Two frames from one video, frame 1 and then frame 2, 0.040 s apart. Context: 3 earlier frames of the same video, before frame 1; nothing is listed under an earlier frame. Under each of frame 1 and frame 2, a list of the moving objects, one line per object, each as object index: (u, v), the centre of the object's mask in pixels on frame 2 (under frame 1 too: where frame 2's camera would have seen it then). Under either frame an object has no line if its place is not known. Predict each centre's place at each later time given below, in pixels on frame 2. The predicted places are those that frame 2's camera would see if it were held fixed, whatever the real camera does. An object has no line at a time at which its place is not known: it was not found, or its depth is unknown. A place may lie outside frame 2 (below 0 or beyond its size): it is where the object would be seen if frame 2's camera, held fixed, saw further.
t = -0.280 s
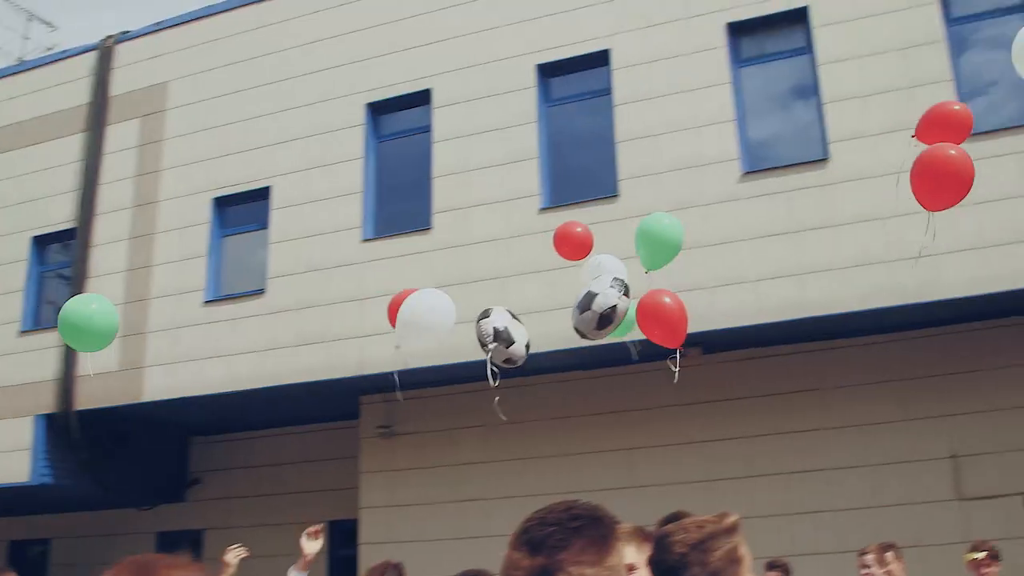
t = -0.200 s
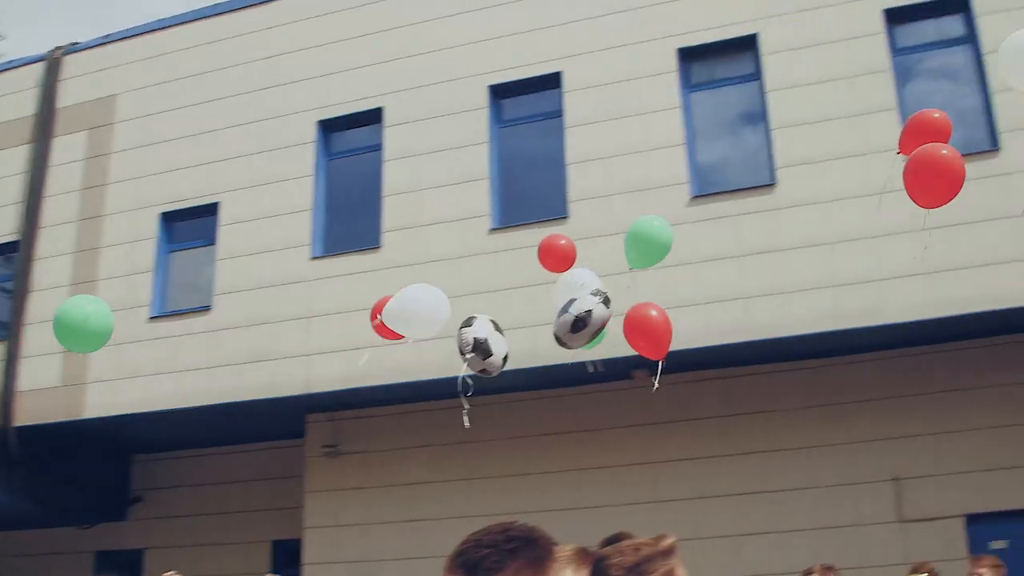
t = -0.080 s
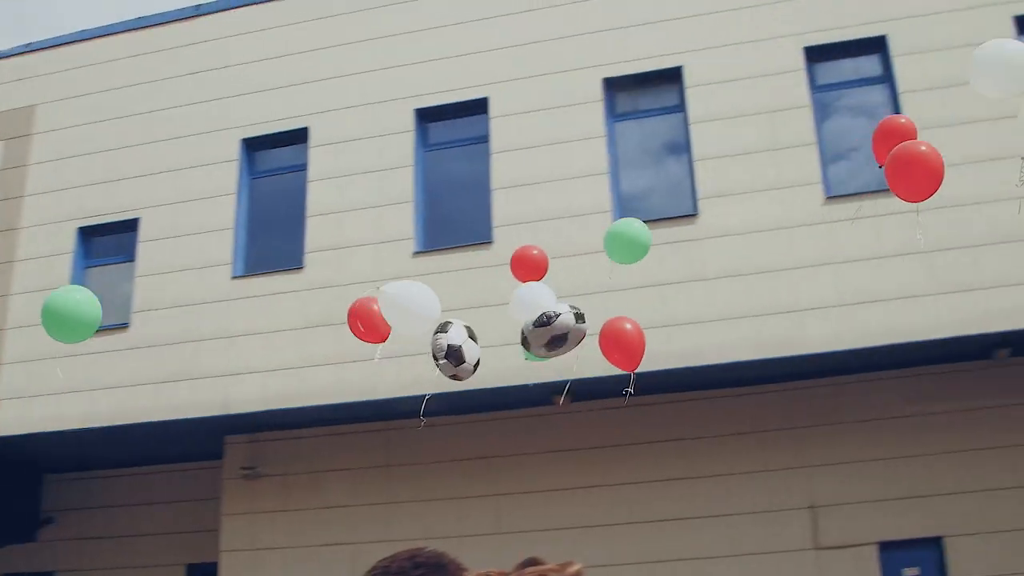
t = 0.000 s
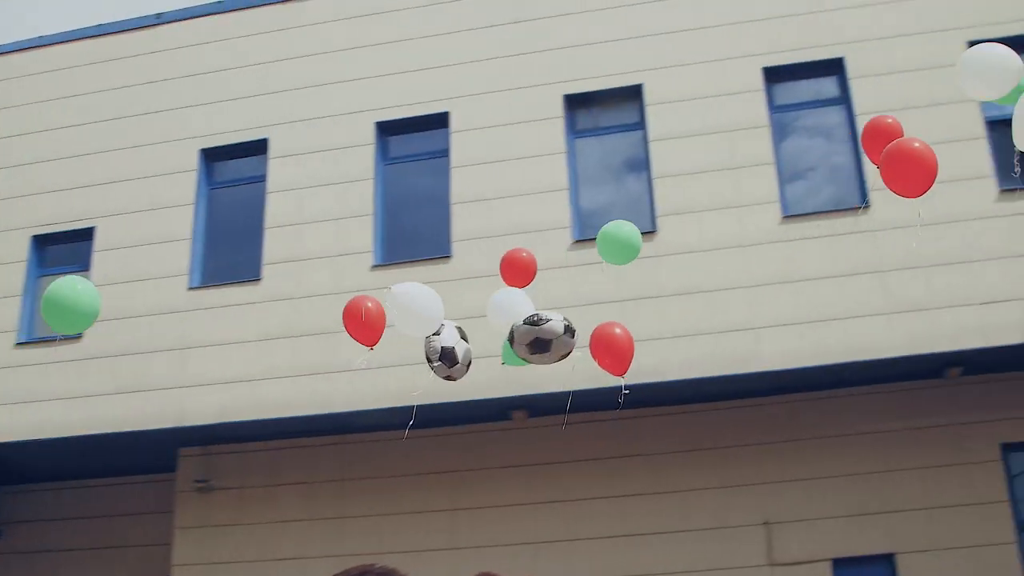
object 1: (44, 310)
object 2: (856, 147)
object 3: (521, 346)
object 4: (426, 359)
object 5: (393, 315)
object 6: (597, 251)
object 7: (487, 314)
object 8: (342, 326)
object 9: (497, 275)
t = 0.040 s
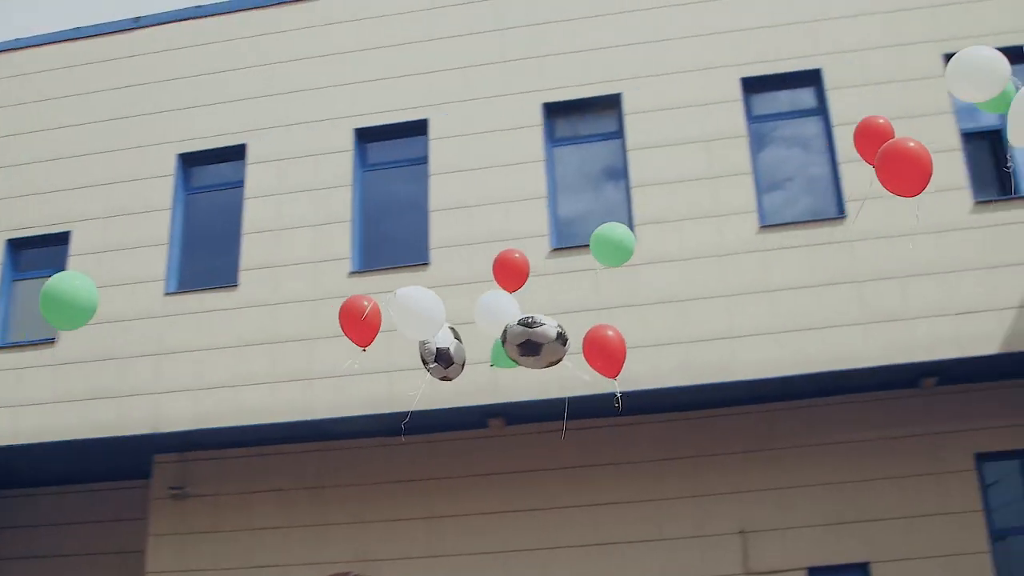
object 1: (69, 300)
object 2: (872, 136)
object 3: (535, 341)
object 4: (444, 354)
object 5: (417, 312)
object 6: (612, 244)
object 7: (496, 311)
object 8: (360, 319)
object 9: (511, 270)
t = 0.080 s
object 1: (92, 291)
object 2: (887, 126)
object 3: (550, 337)
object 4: (461, 350)
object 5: (442, 310)
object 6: (627, 238)
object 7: (506, 307)
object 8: (378, 312)
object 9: (525, 263)
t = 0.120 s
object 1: (115, 282)
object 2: (902, 116)
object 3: (564, 333)
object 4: (476, 346)
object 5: (467, 308)
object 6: (641, 232)
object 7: (516, 302)
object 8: (396, 304)
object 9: (539, 255)
